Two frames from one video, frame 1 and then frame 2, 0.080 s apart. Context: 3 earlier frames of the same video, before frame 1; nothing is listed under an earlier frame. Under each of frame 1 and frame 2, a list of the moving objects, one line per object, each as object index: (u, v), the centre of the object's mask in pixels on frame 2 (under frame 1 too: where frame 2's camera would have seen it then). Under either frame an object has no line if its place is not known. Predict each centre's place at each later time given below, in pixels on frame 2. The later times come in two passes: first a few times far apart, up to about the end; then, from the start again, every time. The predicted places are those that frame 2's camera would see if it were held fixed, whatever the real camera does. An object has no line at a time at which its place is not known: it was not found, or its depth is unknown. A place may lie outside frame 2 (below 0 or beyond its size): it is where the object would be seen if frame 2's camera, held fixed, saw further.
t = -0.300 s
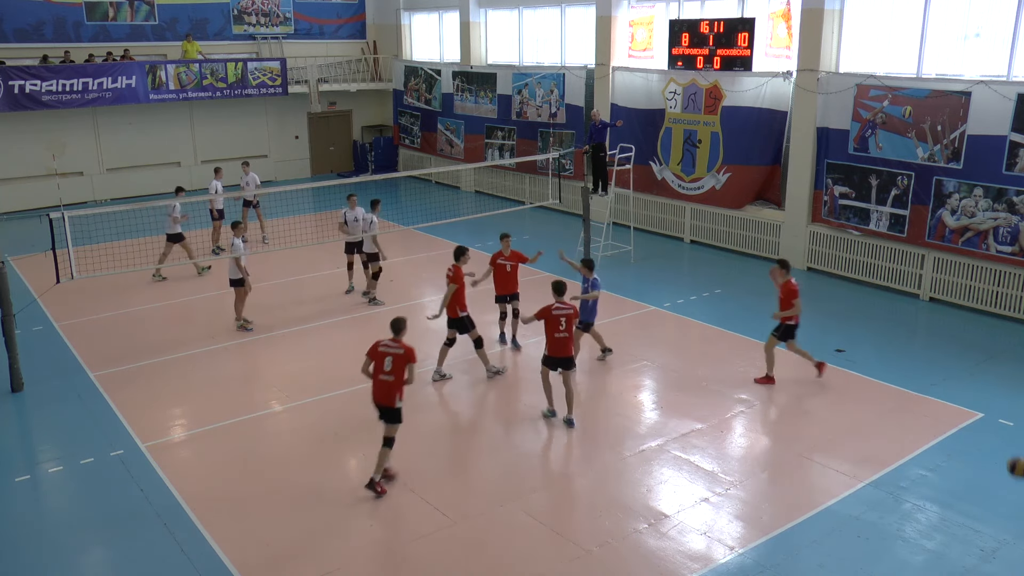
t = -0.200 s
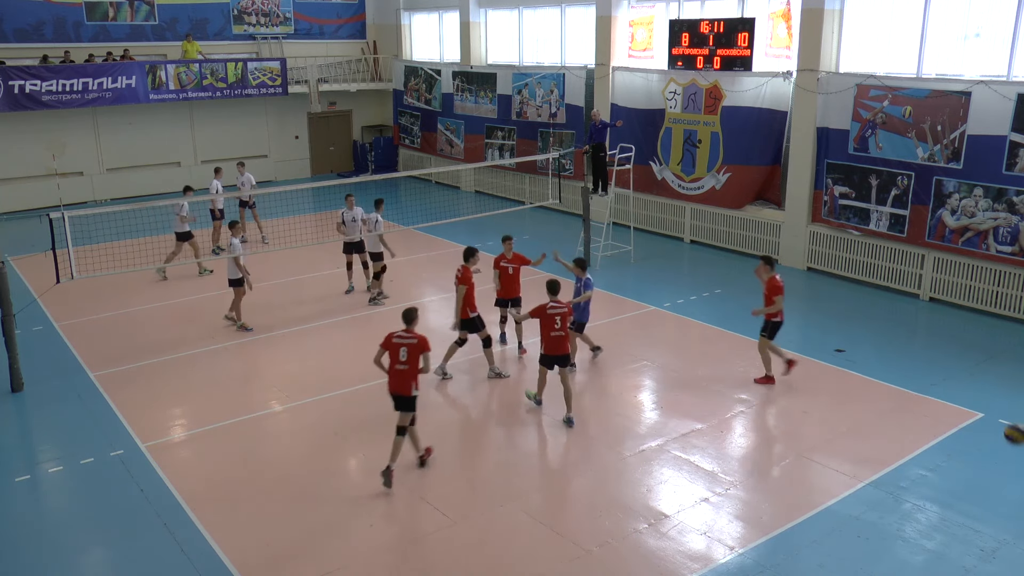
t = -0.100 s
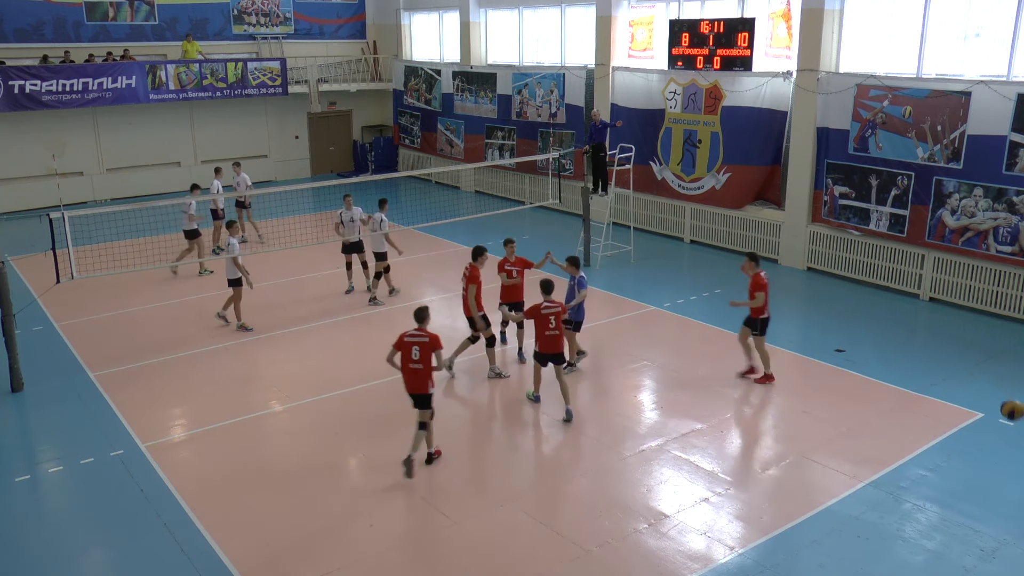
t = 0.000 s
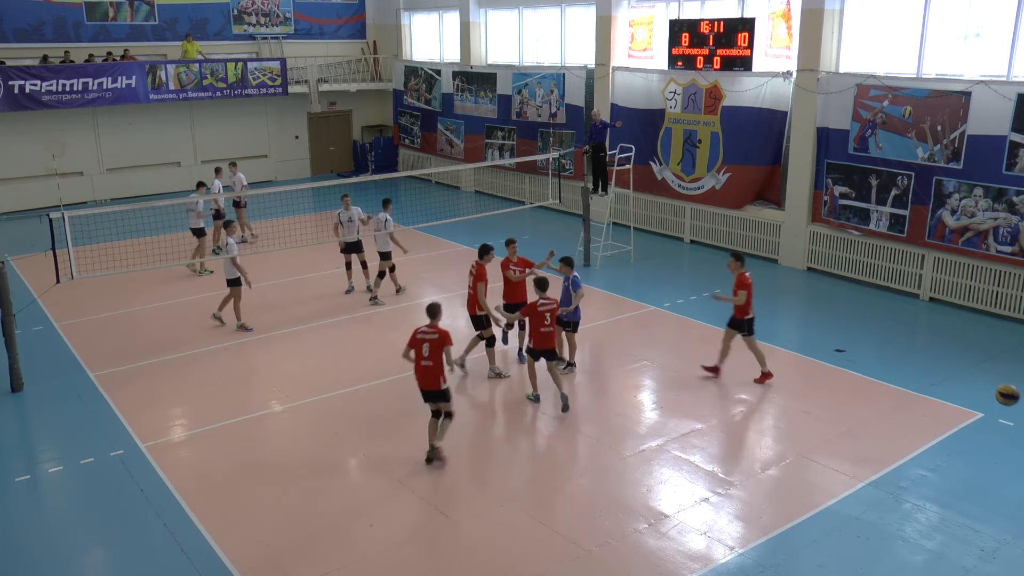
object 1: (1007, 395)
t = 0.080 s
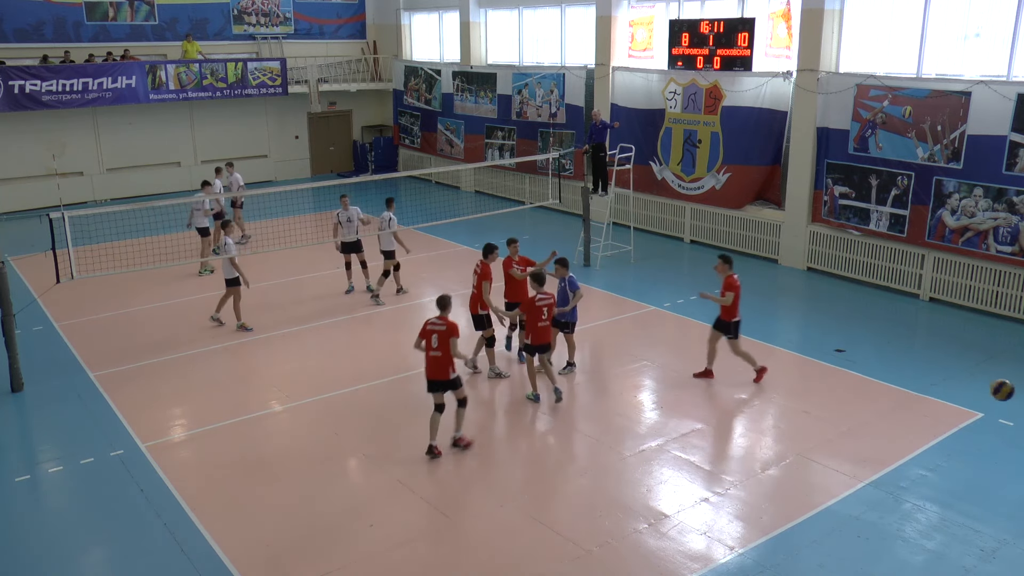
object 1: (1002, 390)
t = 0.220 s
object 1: (991, 396)
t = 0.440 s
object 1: (970, 441)
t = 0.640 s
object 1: (948, 516)
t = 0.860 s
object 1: (932, 460)
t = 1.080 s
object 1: (911, 437)
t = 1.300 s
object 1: (886, 456)
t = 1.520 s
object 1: (861, 489)
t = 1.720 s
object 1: (850, 455)
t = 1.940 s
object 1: (833, 456)
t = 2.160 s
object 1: (814, 483)
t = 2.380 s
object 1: (799, 458)
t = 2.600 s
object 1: (782, 471)
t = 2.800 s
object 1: (767, 464)
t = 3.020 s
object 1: (751, 467)
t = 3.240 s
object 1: (736, 462)
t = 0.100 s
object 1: (1001, 390)
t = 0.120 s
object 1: (999, 390)
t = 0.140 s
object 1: (997, 391)
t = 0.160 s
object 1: (996, 391)
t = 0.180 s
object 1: (995, 392)
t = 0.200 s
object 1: (993, 394)
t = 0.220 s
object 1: (991, 396)
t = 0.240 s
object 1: (989, 398)
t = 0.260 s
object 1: (988, 401)
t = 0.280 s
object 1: (986, 404)
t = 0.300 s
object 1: (984, 407)
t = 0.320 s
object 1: (982, 411)
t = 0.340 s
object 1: (980, 415)
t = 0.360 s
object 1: (978, 420)
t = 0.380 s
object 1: (976, 425)
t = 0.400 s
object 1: (975, 430)
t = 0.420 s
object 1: (972, 436)
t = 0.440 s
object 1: (970, 441)
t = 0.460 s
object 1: (968, 447)
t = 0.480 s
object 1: (966, 454)
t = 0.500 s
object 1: (964, 461)
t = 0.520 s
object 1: (962, 468)
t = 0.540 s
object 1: (959, 476)
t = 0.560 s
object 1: (957, 483)
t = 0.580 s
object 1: (955, 491)
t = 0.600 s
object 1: (953, 499)
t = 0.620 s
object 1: (950, 508)
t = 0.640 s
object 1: (948, 516)
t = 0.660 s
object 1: (946, 516)
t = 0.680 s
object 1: (945, 509)
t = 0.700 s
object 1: (944, 502)
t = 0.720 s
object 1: (943, 496)
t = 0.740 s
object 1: (941, 490)
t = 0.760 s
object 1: (940, 484)
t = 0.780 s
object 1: (938, 479)
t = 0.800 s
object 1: (937, 473)
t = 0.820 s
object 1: (935, 469)
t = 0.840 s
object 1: (933, 464)
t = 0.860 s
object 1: (932, 460)
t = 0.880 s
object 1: (930, 456)
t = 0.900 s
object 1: (929, 453)
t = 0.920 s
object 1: (927, 449)
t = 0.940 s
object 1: (925, 447)
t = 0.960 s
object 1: (923, 444)
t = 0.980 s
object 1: (921, 442)
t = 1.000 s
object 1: (919, 440)
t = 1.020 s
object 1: (917, 439)
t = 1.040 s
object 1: (915, 438)
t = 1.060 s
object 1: (913, 438)
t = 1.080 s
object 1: (911, 437)
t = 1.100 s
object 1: (909, 437)
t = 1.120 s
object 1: (907, 438)
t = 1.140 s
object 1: (904, 438)
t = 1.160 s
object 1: (902, 440)
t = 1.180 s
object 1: (900, 441)
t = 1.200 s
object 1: (898, 443)
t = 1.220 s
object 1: (896, 445)
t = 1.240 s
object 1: (893, 447)
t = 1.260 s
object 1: (891, 450)
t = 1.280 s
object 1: (888, 453)
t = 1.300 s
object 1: (886, 456)
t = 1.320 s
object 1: (883, 460)
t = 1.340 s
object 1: (881, 464)
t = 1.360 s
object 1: (878, 468)
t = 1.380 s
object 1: (876, 473)
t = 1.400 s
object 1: (873, 478)
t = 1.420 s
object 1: (871, 483)
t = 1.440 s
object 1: (868, 489)
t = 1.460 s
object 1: (865, 495)
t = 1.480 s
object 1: (863, 499)
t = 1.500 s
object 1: (862, 494)
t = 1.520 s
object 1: (861, 489)
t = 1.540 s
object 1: (860, 484)
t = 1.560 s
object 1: (859, 480)
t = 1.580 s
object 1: (858, 476)
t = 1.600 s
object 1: (857, 472)
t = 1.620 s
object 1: (856, 468)
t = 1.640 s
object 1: (855, 465)
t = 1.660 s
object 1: (853, 462)
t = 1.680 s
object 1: (852, 460)
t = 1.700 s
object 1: (851, 457)
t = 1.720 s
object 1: (850, 455)
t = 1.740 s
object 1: (848, 454)
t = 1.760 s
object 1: (847, 453)
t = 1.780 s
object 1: (846, 452)
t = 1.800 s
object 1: (844, 451)
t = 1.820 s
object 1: (842, 451)
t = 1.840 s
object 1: (841, 451)
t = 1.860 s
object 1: (839, 451)
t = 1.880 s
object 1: (838, 452)
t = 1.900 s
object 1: (836, 453)
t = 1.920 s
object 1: (835, 454)
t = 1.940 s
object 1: (833, 456)
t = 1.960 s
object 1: (831, 458)
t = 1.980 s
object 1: (830, 460)
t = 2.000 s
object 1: (828, 463)
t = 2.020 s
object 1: (826, 466)
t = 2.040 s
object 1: (824, 470)
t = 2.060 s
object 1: (822, 473)
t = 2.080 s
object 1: (820, 477)
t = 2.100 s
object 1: (819, 481)
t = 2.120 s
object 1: (817, 486)
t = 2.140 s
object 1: (815, 488)
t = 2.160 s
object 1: (814, 483)
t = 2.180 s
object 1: (812, 480)
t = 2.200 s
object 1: (811, 476)
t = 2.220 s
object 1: (810, 473)
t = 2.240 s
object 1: (809, 470)
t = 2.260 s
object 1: (808, 467)
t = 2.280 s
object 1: (806, 465)
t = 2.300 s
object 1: (805, 463)
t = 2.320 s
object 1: (803, 461)
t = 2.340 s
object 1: (802, 460)
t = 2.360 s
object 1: (801, 459)
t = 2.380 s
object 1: (799, 458)
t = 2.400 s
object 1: (798, 458)
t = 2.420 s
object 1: (796, 458)
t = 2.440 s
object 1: (795, 458)
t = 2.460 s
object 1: (793, 459)
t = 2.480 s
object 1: (791, 460)
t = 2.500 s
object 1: (790, 461)
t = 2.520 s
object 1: (788, 462)
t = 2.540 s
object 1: (786, 464)
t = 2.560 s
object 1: (785, 466)
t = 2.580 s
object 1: (783, 468)
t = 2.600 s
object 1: (782, 471)
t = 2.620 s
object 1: (780, 474)
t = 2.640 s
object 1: (778, 478)
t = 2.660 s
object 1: (776, 481)
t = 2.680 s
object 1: (775, 478)
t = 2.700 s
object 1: (774, 475)
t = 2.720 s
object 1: (772, 472)
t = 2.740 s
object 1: (771, 469)
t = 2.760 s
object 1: (770, 467)
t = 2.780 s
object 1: (769, 465)
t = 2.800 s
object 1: (767, 464)
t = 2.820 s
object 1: (766, 462)
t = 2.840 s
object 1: (765, 461)
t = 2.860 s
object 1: (763, 461)
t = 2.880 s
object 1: (762, 460)
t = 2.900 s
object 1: (760, 461)
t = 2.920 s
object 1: (759, 461)
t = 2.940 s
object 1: (758, 462)
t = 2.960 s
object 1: (756, 463)
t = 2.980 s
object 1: (754, 464)
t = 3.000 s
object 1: (753, 465)
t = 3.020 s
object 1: (751, 467)
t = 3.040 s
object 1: (750, 469)
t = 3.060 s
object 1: (748, 472)
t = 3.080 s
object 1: (746, 475)
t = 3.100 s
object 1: (745, 474)
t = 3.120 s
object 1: (744, 471)
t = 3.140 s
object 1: (743, 469)
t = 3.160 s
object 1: (741, 467)
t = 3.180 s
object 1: (740, 465)
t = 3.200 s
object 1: (739, 464)
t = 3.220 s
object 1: (737, 463)
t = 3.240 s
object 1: (736, 462)
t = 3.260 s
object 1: (735, 461)
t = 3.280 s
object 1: (733, 461)
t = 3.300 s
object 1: (732, 461)
